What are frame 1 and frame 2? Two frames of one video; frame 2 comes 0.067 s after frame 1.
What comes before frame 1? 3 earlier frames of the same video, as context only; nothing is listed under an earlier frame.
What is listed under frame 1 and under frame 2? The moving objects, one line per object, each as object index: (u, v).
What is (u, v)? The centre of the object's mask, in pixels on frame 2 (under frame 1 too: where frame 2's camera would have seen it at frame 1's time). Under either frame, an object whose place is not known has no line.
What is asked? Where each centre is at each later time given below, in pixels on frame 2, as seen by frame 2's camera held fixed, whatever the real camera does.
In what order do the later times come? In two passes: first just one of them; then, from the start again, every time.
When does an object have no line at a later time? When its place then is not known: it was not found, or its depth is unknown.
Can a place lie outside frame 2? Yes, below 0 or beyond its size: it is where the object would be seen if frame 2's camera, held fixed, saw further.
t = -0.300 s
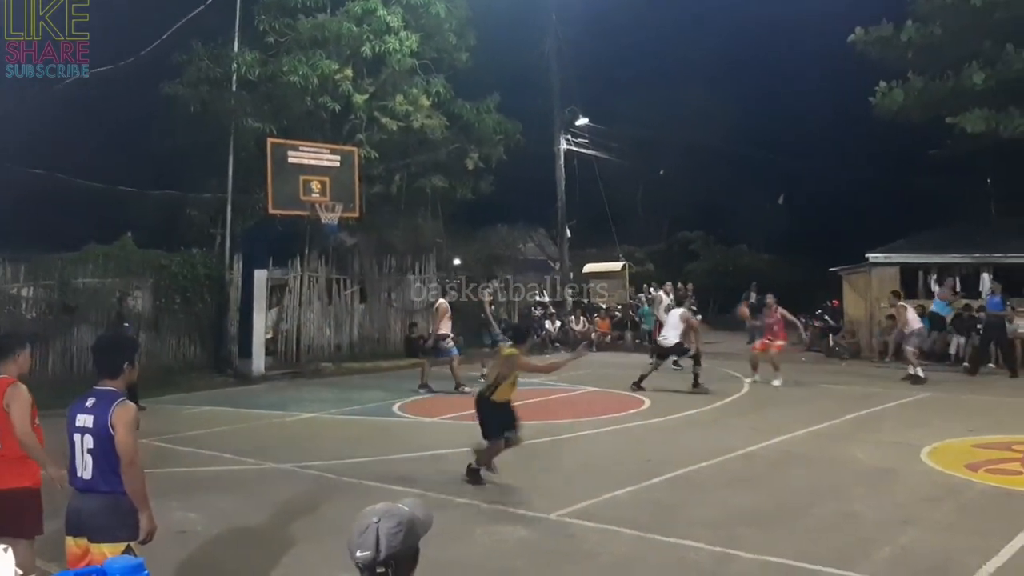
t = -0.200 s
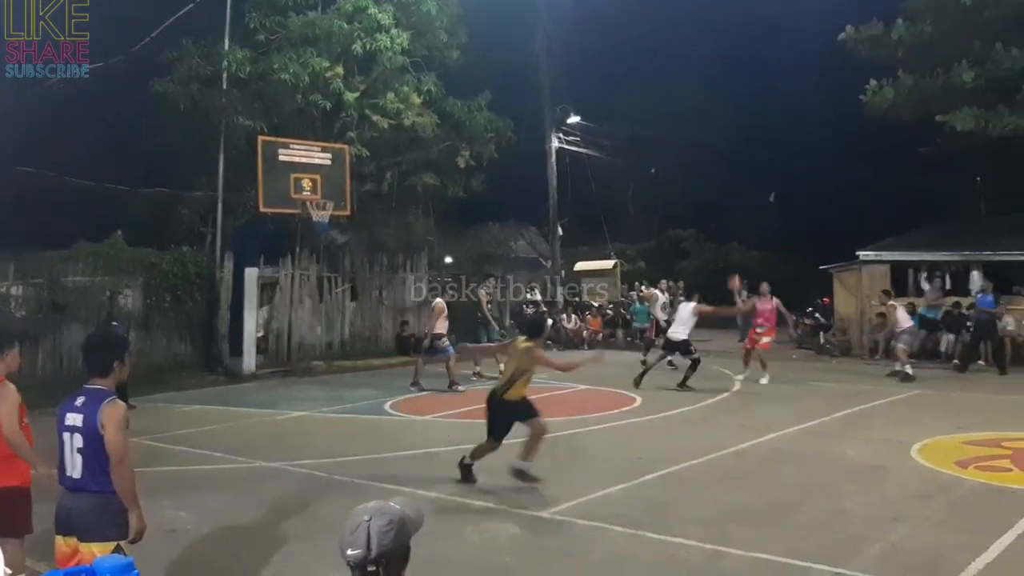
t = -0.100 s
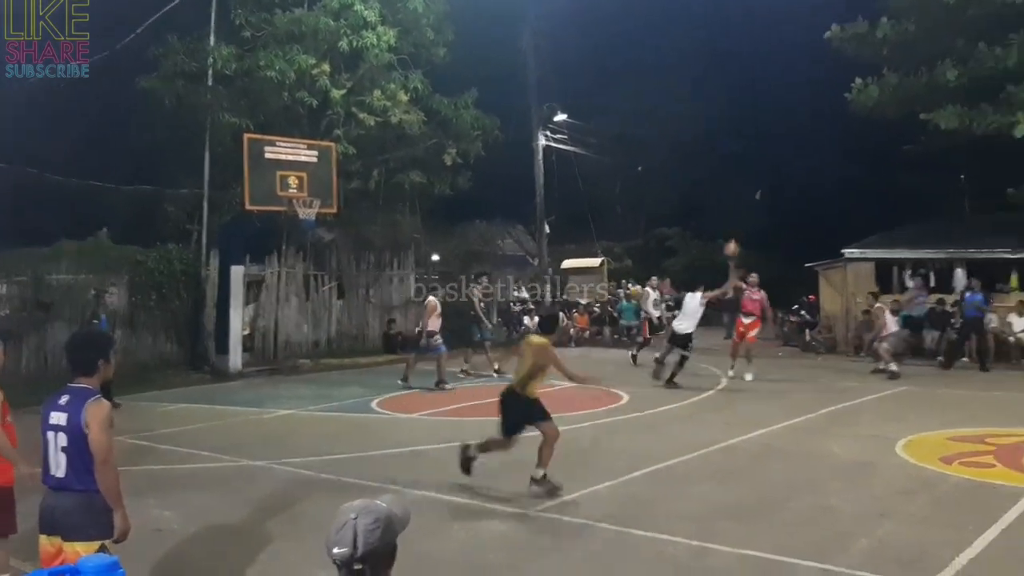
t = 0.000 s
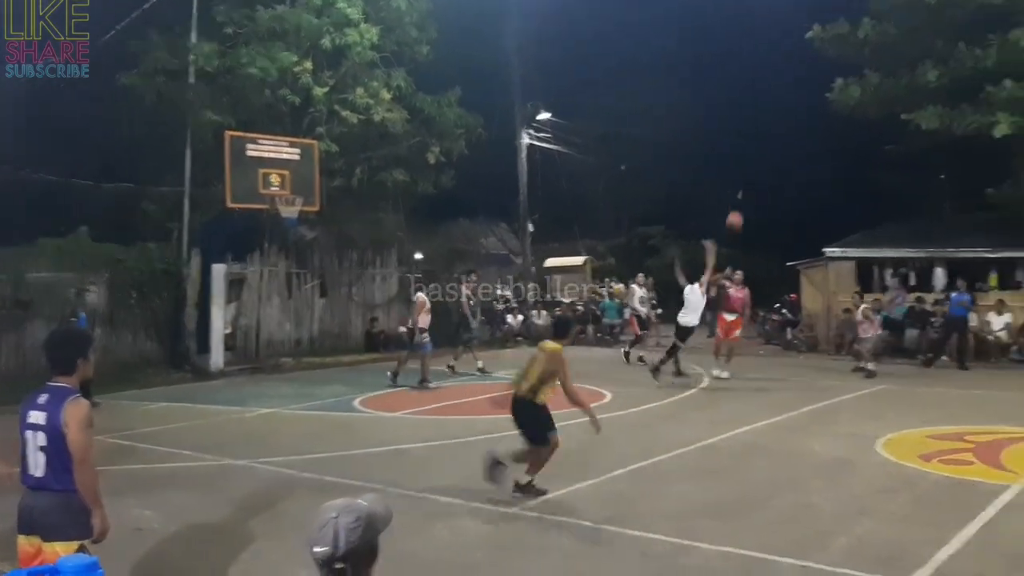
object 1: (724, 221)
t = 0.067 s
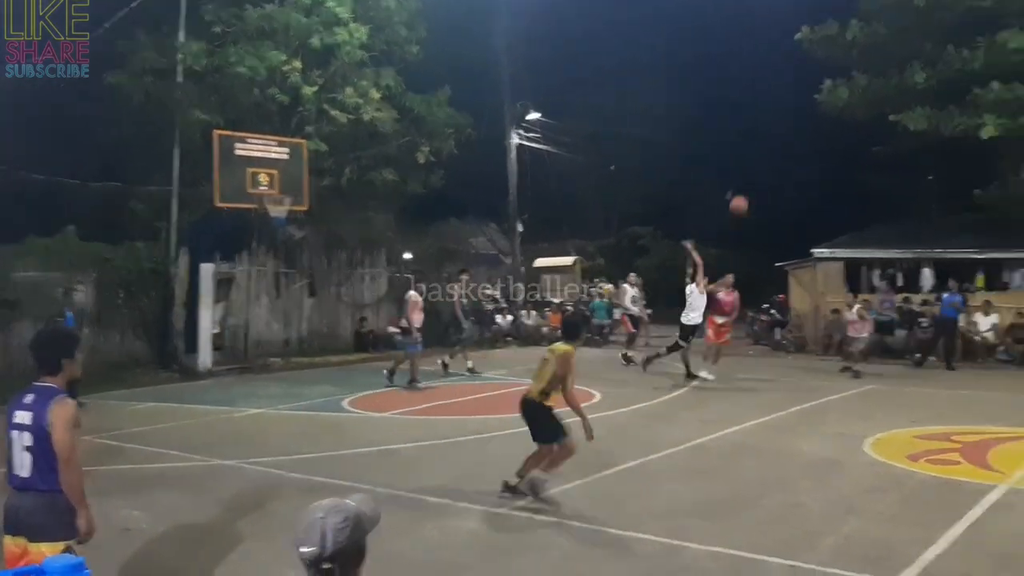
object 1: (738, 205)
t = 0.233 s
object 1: (783, 173)
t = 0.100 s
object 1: (747, 197)
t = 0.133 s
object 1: (756, 191)
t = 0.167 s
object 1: (764, 184)
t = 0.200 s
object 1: (773, 178)
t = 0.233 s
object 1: (783, 173)
